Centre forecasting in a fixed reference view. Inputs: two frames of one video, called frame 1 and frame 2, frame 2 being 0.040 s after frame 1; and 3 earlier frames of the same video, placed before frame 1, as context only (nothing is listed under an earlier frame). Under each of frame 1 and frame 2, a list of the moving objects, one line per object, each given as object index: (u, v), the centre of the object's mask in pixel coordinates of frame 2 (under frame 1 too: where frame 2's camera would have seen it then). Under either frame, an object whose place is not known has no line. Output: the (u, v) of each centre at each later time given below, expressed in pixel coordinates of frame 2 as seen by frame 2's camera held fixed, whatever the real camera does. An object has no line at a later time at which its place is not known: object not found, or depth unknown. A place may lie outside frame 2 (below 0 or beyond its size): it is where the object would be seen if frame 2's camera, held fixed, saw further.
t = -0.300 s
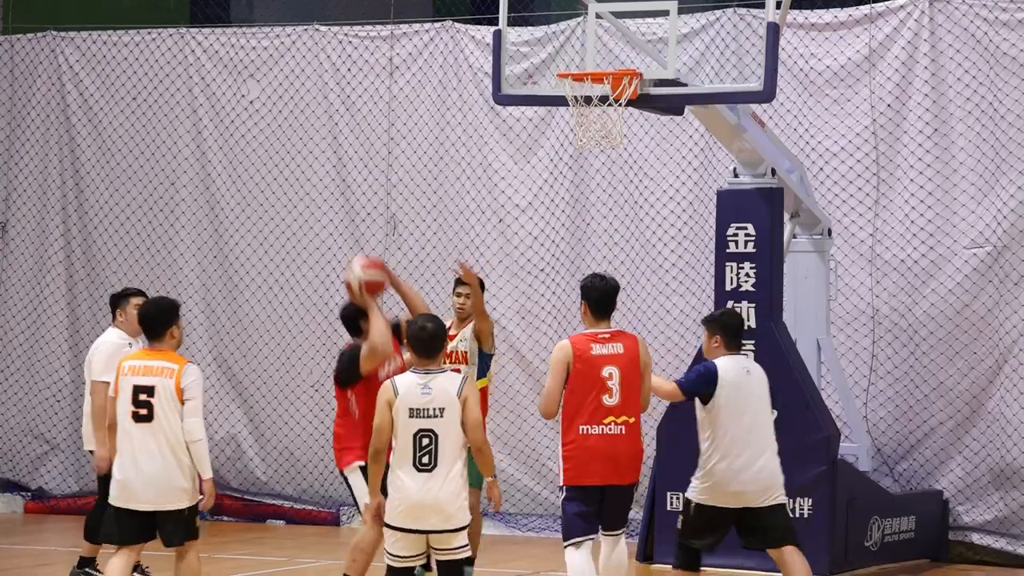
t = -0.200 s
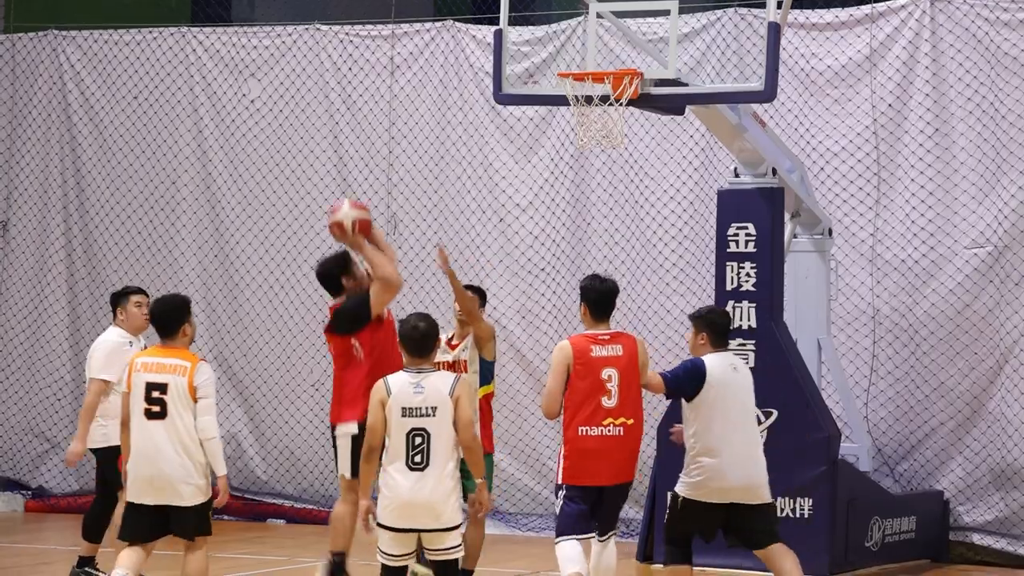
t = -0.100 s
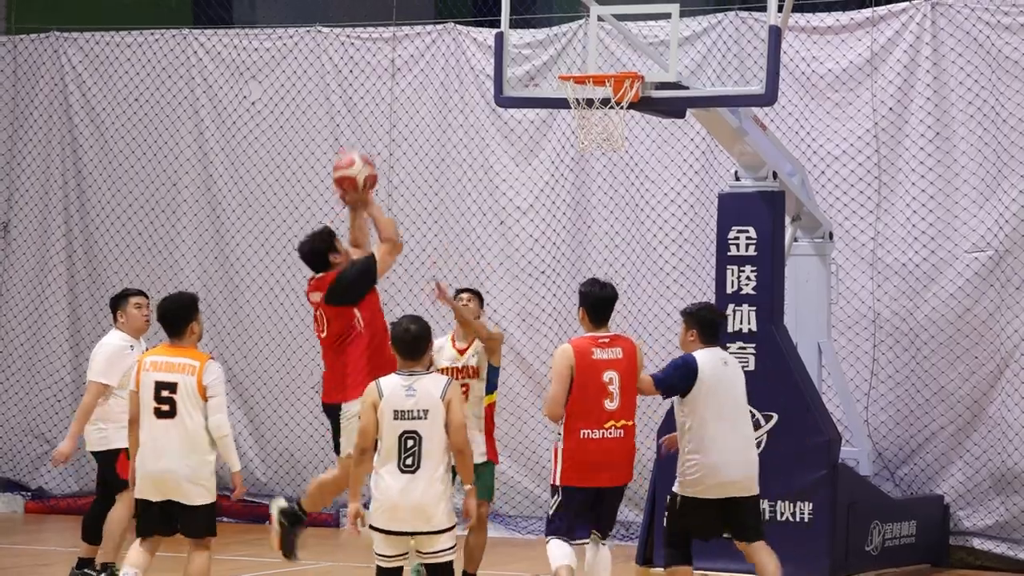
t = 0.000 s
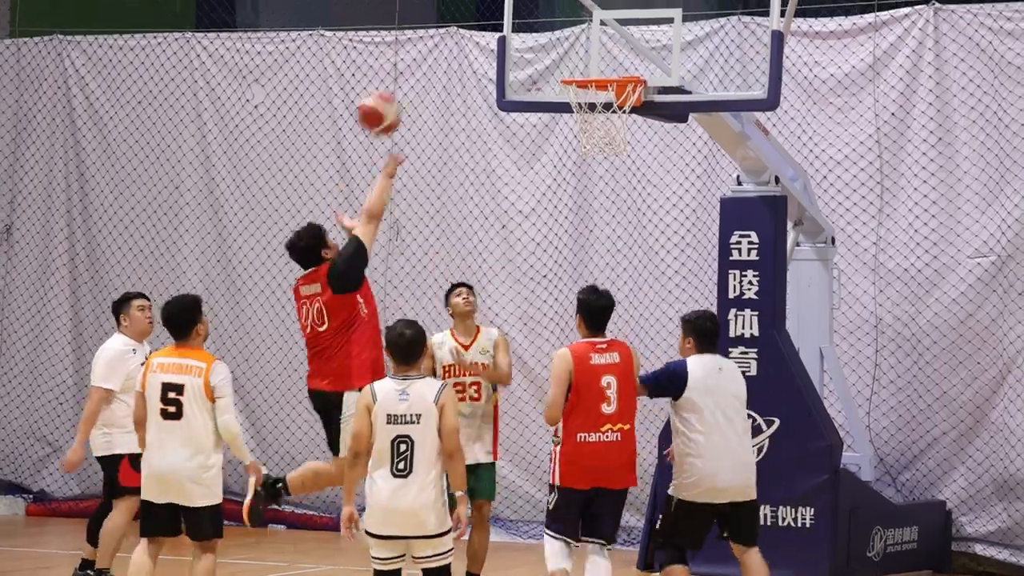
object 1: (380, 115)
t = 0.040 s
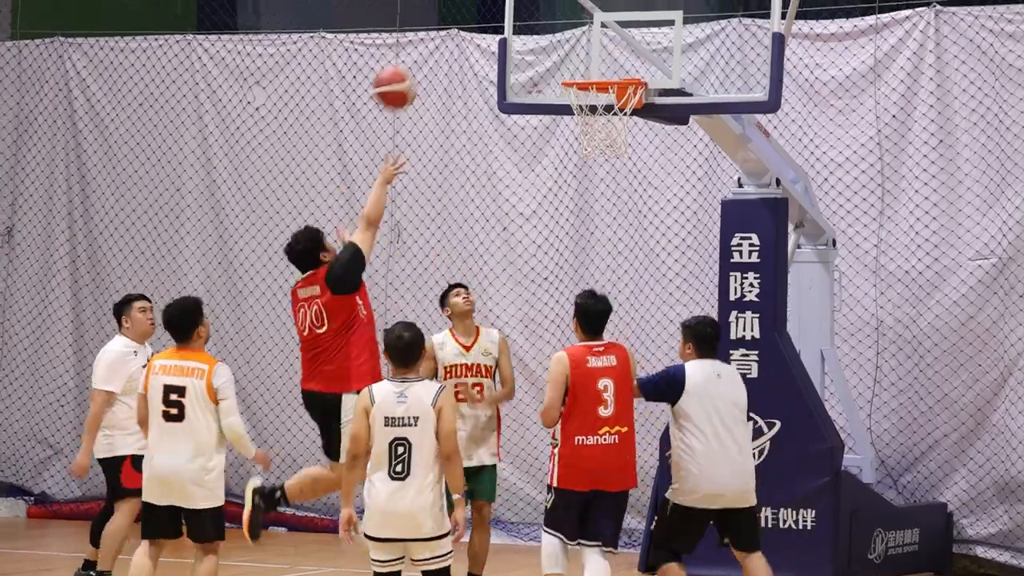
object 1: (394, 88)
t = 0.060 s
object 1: (401, 76)
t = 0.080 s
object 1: (409, 64)
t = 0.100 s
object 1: (416, 52)
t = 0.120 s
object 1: (424, 40)
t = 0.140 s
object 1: (430, 30)
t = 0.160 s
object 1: (436, 21)
